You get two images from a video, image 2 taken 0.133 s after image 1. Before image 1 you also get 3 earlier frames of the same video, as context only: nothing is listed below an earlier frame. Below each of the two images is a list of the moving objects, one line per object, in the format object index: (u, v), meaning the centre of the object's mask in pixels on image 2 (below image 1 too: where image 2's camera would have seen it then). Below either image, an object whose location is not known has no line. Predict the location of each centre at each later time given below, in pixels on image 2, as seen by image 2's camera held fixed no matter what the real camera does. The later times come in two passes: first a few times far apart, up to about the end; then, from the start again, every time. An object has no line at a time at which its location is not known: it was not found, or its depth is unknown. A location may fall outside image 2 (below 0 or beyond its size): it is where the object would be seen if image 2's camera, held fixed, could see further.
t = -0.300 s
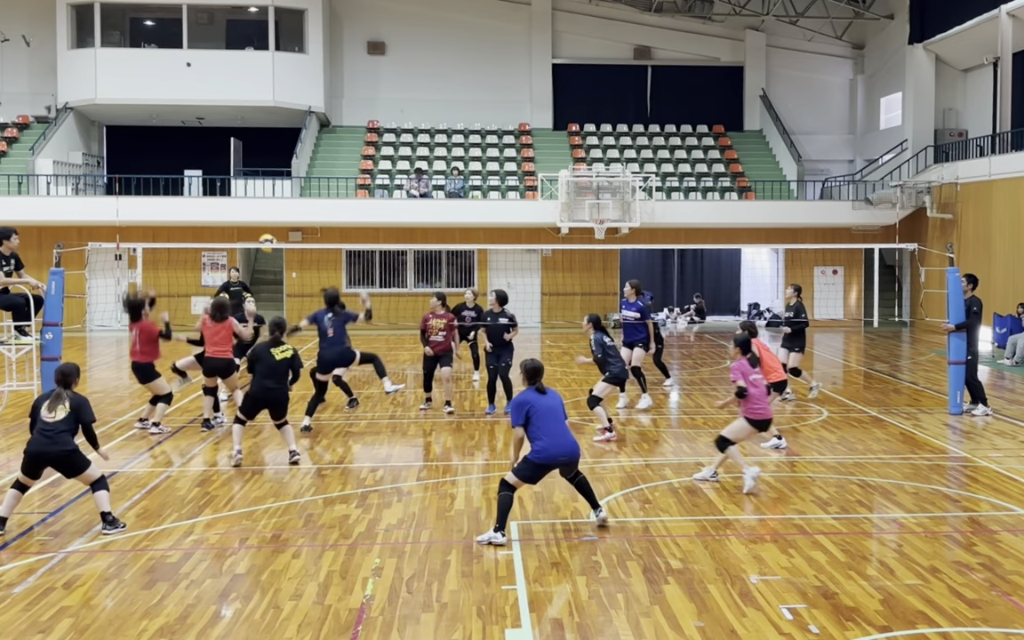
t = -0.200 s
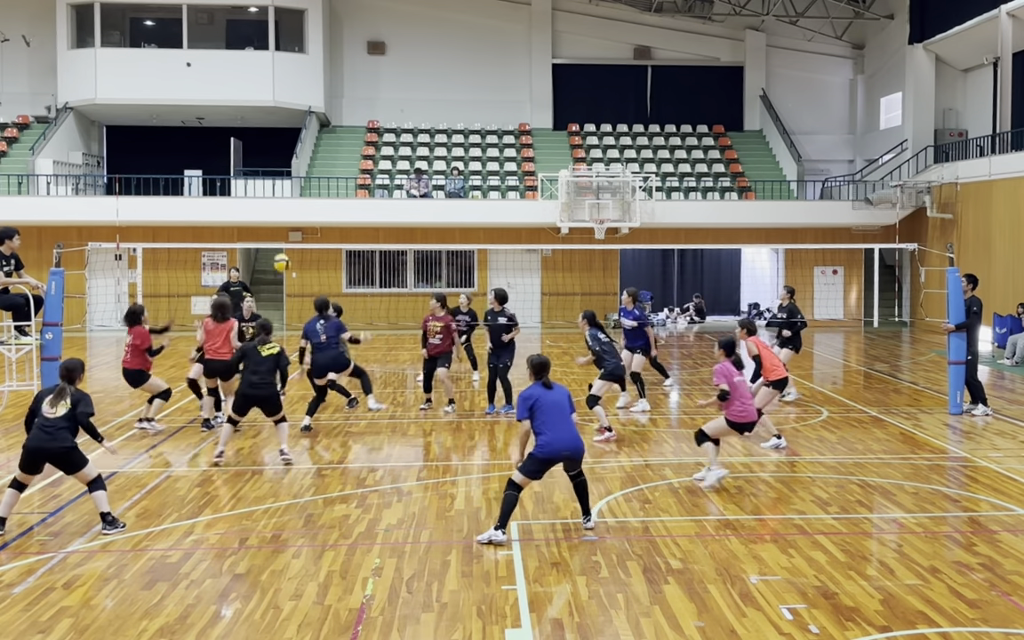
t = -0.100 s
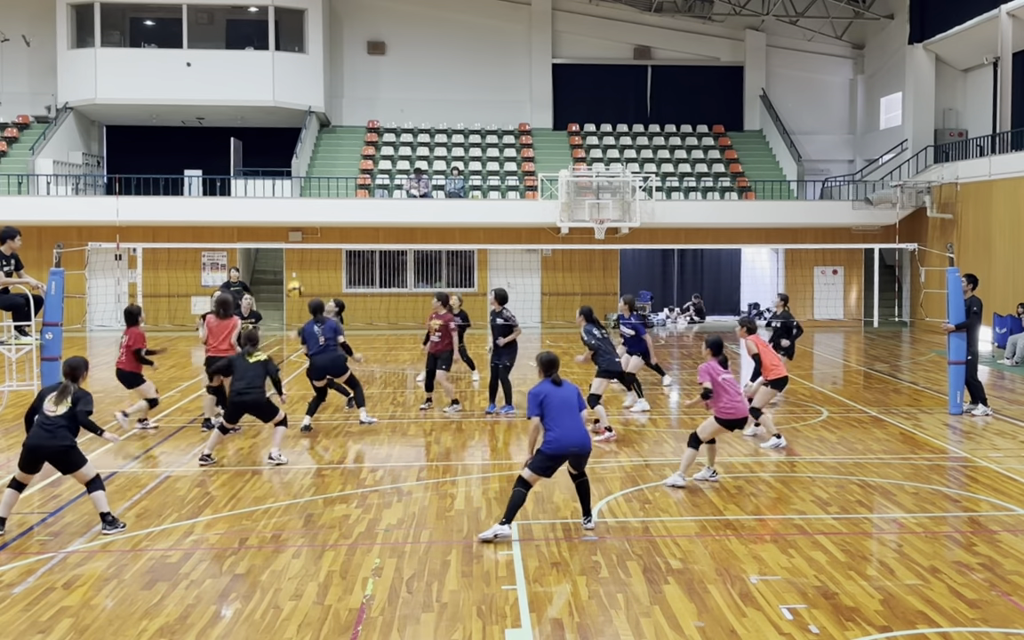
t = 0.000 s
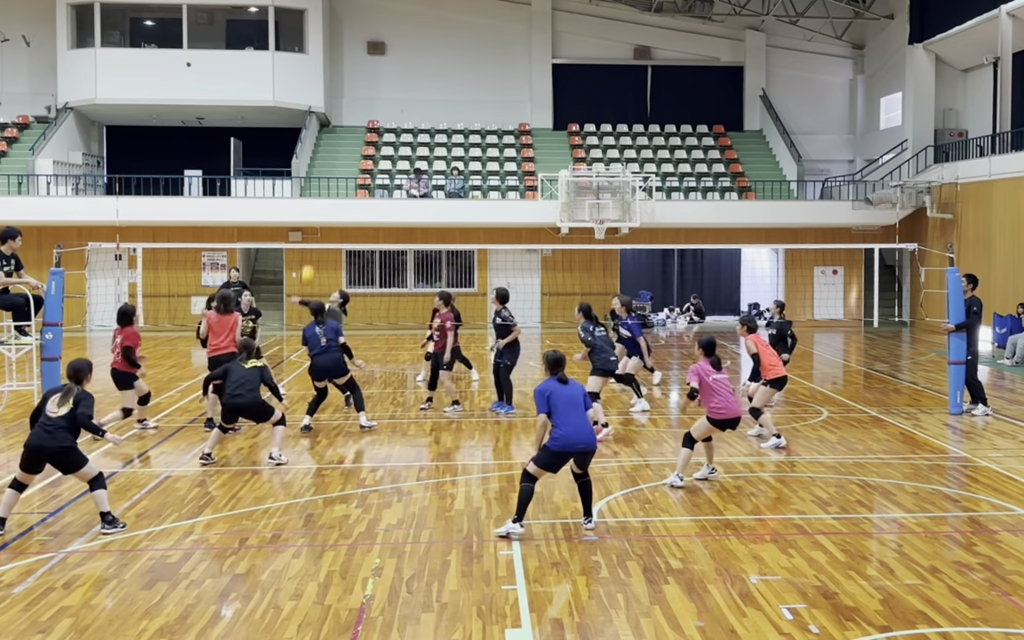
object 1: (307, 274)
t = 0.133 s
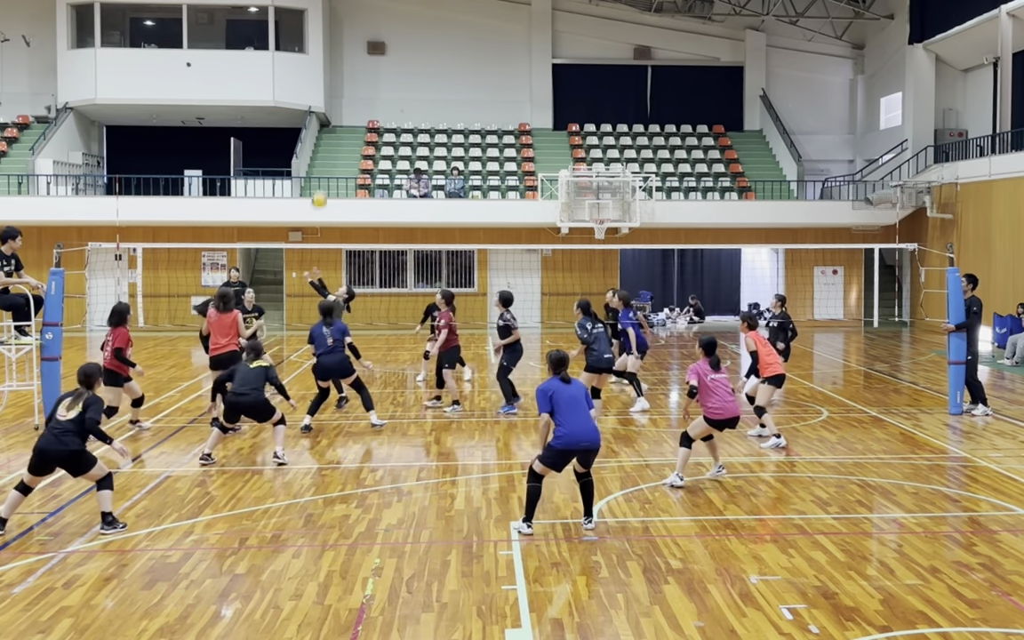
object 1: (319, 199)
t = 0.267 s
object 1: (330, 139)
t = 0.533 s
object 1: (355, 60)
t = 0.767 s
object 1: (377, 37)
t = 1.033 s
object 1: (402, 58)
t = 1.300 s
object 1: (427, 132)
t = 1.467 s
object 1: (441, 202)
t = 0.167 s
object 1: (321, 183)
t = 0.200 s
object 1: (324, 167)
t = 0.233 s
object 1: (327, 153)
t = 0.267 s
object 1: (330, 139)
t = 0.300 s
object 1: (333, 126)
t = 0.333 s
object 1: (336, 114)
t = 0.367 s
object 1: (339, 103)
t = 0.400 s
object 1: (342, 93)
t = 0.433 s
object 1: (345, 84)
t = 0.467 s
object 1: (349, 75)
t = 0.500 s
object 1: (352, 67)
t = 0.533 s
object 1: (355, 60)
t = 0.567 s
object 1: (358, 55)
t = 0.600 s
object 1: (362, 49)
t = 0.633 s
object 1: (365, 45)
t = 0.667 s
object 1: (367, 42)
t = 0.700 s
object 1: (371, 39)
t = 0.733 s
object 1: (374, 38)
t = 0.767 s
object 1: (377, 37)
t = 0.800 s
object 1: (380, 37)
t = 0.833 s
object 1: (383, 37)
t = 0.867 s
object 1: (386, 38)
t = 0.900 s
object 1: (390, 40)
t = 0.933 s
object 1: (393, 44)
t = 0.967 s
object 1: (396, 48)
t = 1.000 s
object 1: (399, 53)
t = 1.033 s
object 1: (402, 58)
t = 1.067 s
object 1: (406, 65)
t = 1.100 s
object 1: (409, 72)
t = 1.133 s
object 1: (412, 80)
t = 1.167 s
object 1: (415, 89)
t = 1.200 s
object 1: (418, 98)
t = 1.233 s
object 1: (422, 109)
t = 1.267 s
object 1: (424, 120)
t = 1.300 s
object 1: (427, 132)
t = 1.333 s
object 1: (430, 145)
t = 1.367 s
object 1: (433, 159)
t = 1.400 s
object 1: (435, 172)
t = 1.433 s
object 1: (439, 187)
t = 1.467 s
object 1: (441, 202)
